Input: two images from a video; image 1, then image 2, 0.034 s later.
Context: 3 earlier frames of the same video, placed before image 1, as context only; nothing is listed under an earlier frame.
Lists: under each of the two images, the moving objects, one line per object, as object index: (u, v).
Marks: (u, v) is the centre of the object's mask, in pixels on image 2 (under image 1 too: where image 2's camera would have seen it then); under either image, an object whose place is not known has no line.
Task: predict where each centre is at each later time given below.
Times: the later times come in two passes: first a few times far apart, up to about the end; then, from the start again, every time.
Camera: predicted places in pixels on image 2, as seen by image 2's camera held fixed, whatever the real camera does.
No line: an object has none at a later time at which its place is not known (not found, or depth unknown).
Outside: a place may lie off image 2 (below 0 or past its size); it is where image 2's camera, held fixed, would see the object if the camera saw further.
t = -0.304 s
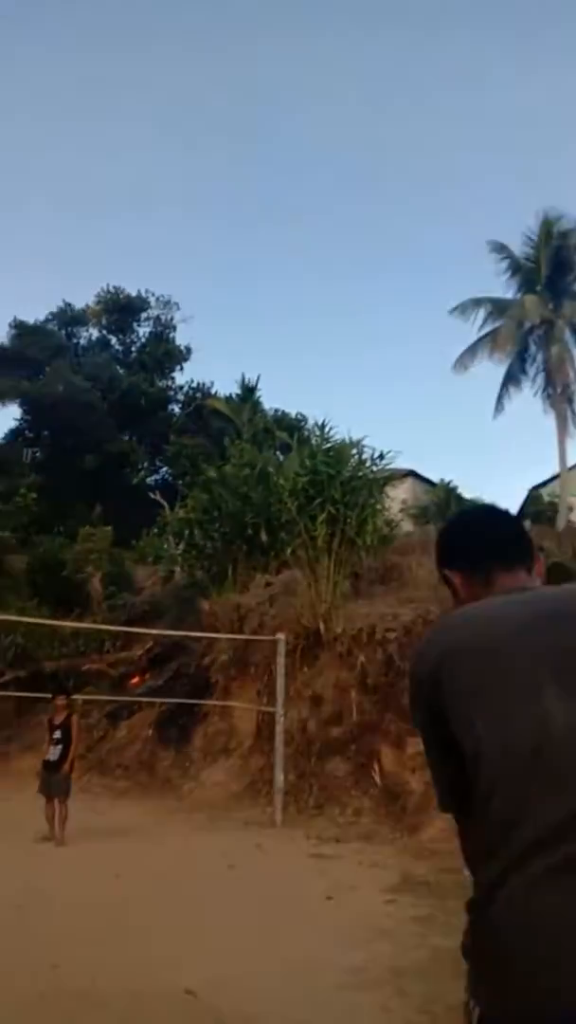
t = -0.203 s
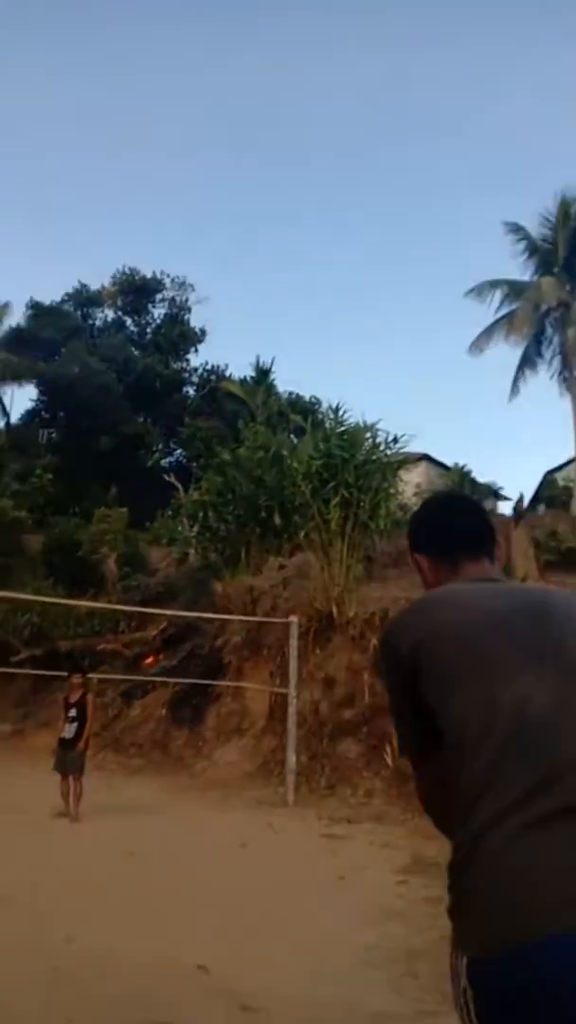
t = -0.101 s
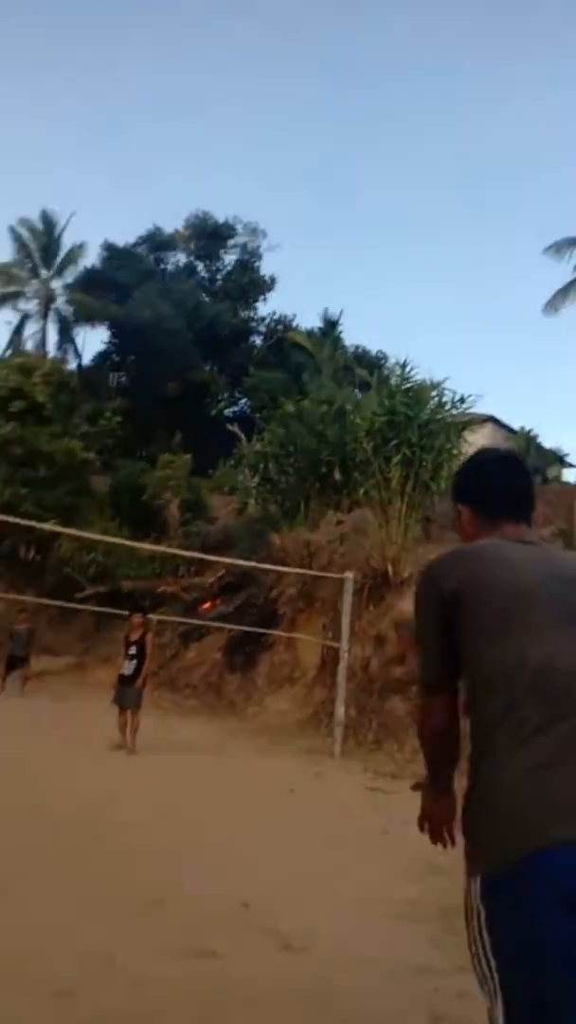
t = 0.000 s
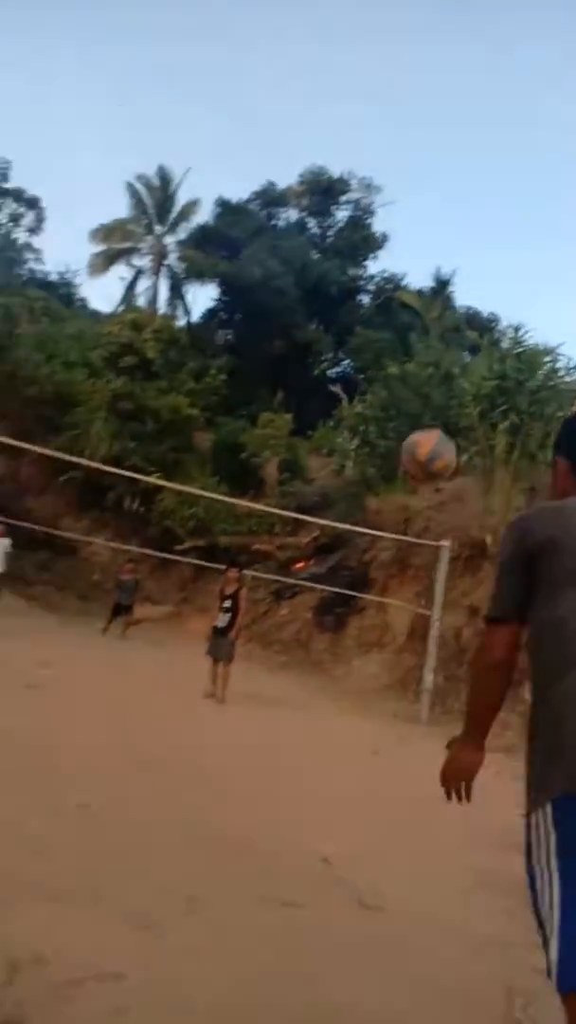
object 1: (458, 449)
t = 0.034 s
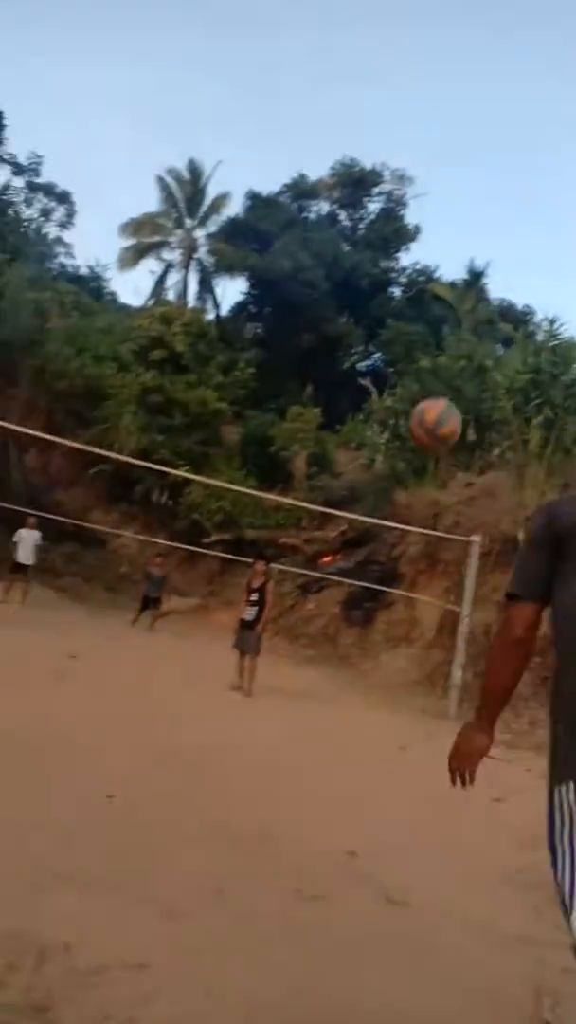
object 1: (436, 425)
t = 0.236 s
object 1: (333, 362)
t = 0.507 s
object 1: (245, 390)
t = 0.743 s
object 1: (186, 454)
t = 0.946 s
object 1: (142, 529)
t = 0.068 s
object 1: (415, 403)
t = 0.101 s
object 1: (396, 388)
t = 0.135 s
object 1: (379, 376)
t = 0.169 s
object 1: (363, 369)
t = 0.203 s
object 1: (349, 365)
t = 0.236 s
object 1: (333, 362)
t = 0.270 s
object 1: (320, 361)
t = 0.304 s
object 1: (308, 362)
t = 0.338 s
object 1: (297, 364)
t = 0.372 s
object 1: (286, 368)
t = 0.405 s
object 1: (275, 372)
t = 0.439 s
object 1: (265, 377)
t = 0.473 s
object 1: (255, 383)
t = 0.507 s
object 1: (245, 390)
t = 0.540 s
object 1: (236, 399)
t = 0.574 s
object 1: (227, 406)
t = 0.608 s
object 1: (219, 414)
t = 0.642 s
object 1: (209, 424)
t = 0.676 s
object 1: (201, 433)
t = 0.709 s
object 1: (194, 444)
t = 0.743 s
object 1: (186, 454)
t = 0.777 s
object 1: (178, 466)
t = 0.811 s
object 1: (171, 479)
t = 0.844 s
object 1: (163, 492)
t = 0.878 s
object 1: (156, 503)
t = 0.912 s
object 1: (149, 516)
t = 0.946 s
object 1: (142, 529)
